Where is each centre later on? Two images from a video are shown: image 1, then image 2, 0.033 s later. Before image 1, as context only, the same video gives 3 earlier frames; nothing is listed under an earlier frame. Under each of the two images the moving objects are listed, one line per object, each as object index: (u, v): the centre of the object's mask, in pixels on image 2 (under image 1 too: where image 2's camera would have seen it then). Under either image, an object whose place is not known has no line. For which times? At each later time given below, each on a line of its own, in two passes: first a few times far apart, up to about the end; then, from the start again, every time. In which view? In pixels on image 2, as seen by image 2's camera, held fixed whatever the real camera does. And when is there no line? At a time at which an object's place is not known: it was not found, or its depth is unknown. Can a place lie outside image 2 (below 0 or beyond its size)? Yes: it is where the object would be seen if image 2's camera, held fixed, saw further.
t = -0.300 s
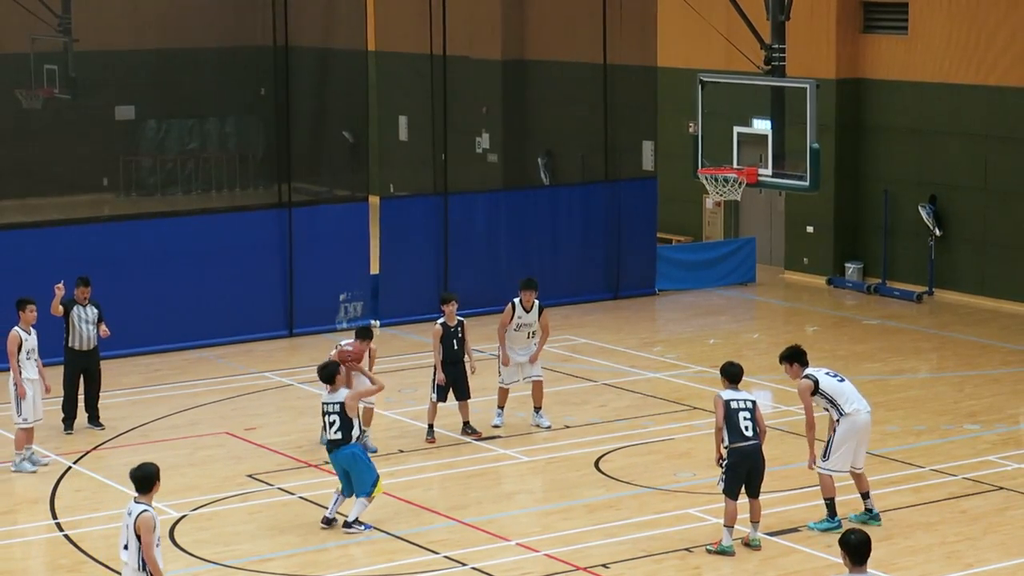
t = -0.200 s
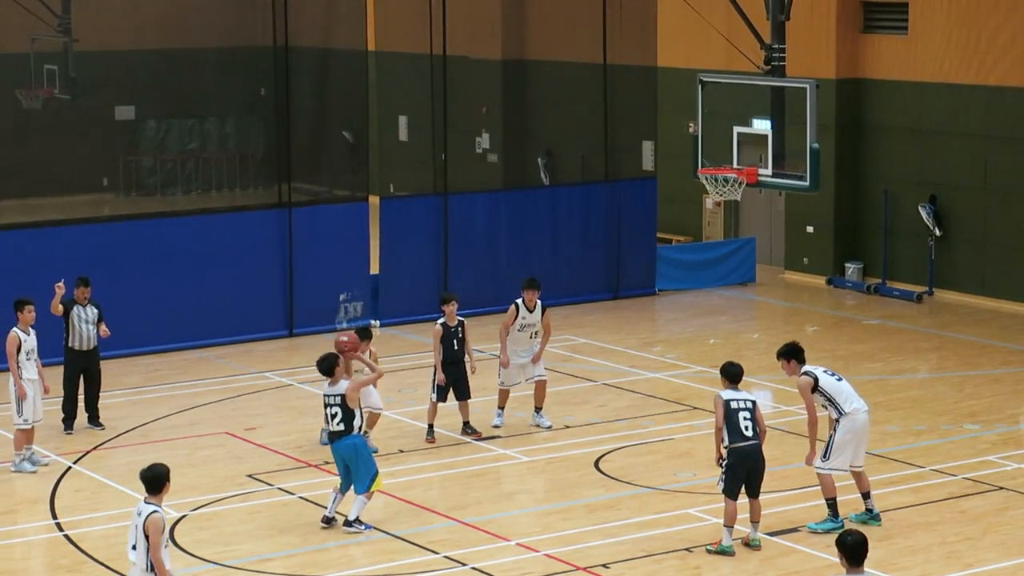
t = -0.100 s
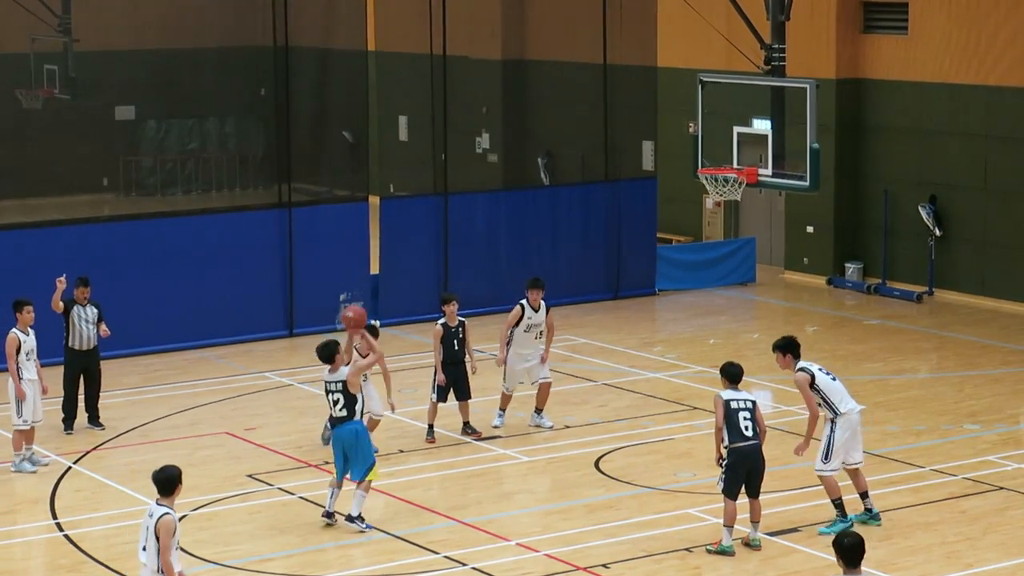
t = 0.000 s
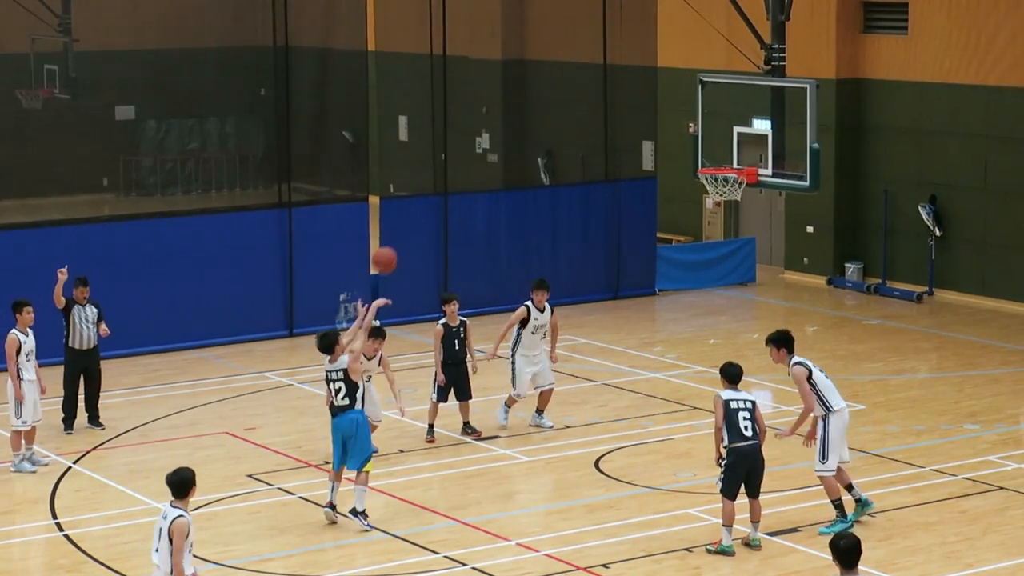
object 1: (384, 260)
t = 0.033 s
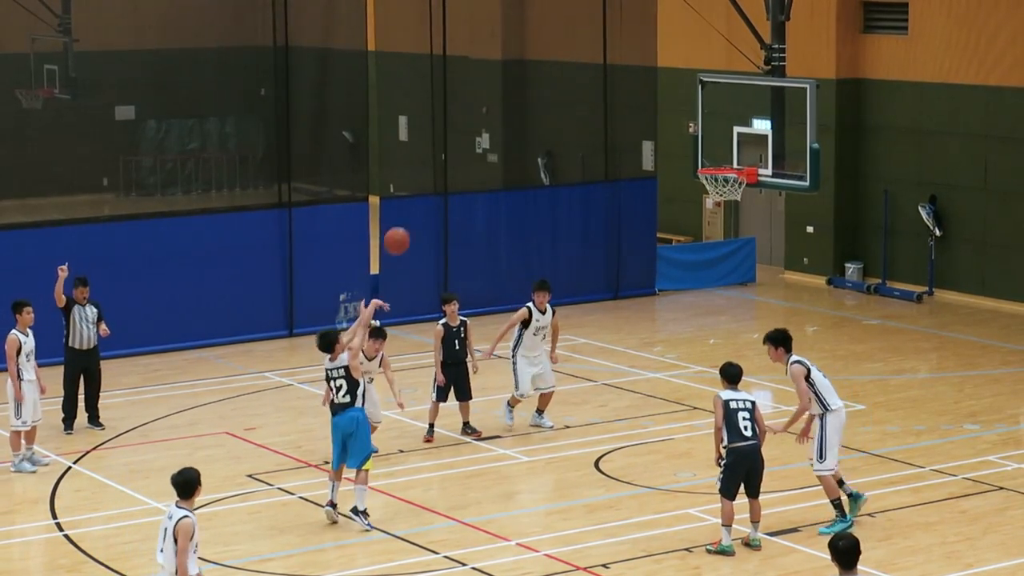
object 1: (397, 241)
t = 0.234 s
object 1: (470, 150)
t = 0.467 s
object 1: (554, 99)
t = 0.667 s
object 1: (624, 99)
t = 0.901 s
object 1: (700, 148)
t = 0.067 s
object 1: (409, 222)
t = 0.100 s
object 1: (421, 205)
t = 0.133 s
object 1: (434, 190)
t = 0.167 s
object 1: (446, 175)
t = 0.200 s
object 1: (459, 162)
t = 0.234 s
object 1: (470, 150)
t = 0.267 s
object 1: (483, 139)
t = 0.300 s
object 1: (495, 130)
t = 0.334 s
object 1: (507, 122)
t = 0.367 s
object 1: (519, 114)
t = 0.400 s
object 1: (530, 108)
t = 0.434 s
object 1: (542, 103)
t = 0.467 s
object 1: (554, 99)
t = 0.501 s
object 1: (566, 97)
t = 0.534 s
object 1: (578, 95)
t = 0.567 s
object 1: (589, 94)
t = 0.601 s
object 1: (601, 95)
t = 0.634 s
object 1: (612, 96)
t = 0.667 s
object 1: (624, 99)
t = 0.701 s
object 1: (635, 103)
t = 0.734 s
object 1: (646, 108)
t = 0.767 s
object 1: (657, 114)
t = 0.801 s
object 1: (667, 121)
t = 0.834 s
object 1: (679, 129)
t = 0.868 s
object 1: (689, 139)
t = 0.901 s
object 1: (700, 148)
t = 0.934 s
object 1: (711, 158)
